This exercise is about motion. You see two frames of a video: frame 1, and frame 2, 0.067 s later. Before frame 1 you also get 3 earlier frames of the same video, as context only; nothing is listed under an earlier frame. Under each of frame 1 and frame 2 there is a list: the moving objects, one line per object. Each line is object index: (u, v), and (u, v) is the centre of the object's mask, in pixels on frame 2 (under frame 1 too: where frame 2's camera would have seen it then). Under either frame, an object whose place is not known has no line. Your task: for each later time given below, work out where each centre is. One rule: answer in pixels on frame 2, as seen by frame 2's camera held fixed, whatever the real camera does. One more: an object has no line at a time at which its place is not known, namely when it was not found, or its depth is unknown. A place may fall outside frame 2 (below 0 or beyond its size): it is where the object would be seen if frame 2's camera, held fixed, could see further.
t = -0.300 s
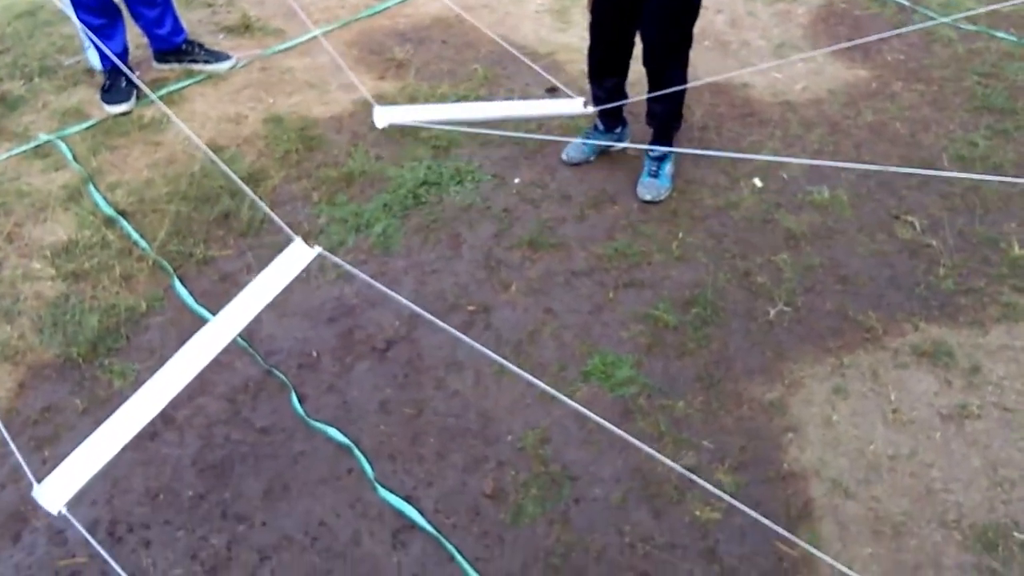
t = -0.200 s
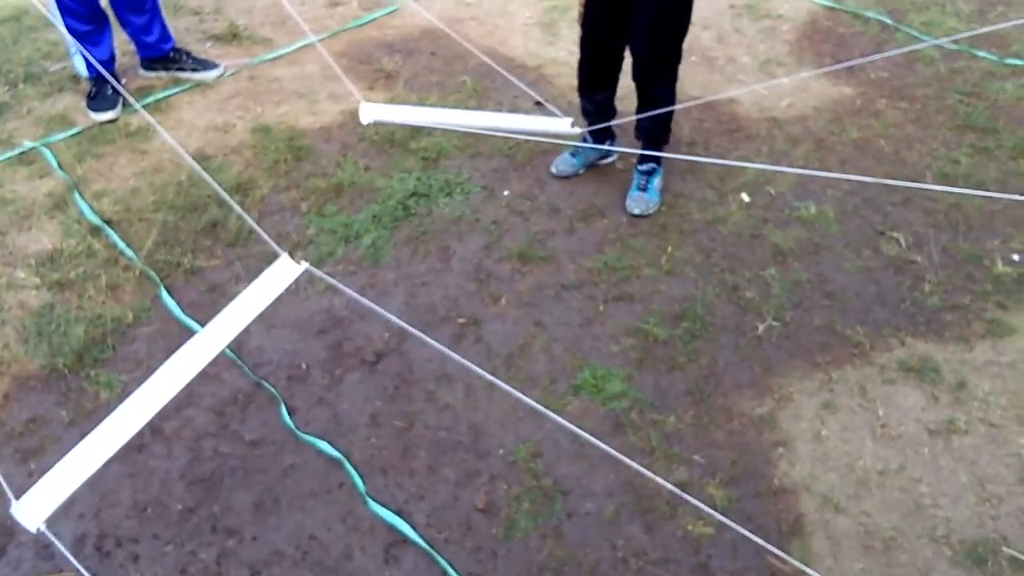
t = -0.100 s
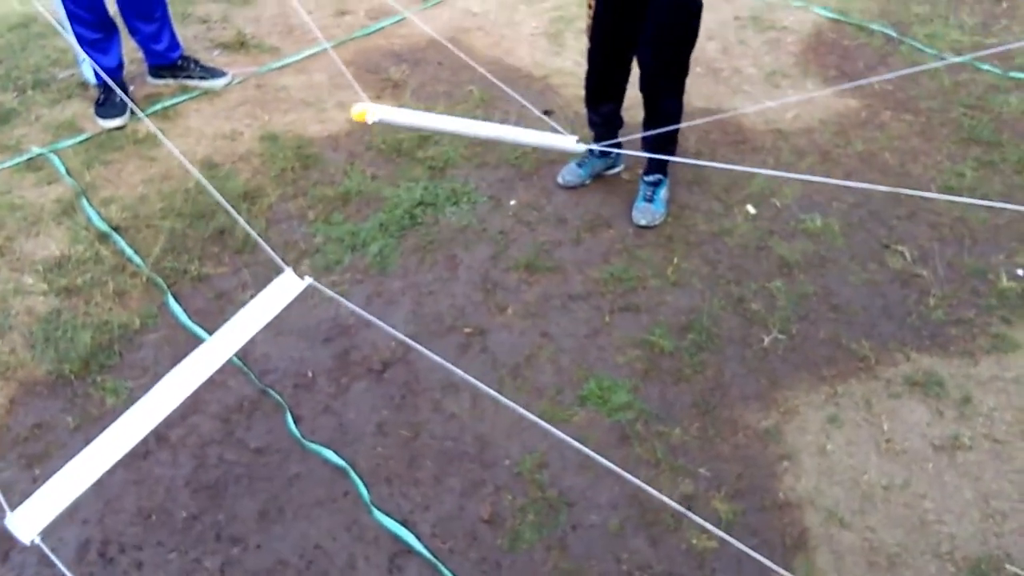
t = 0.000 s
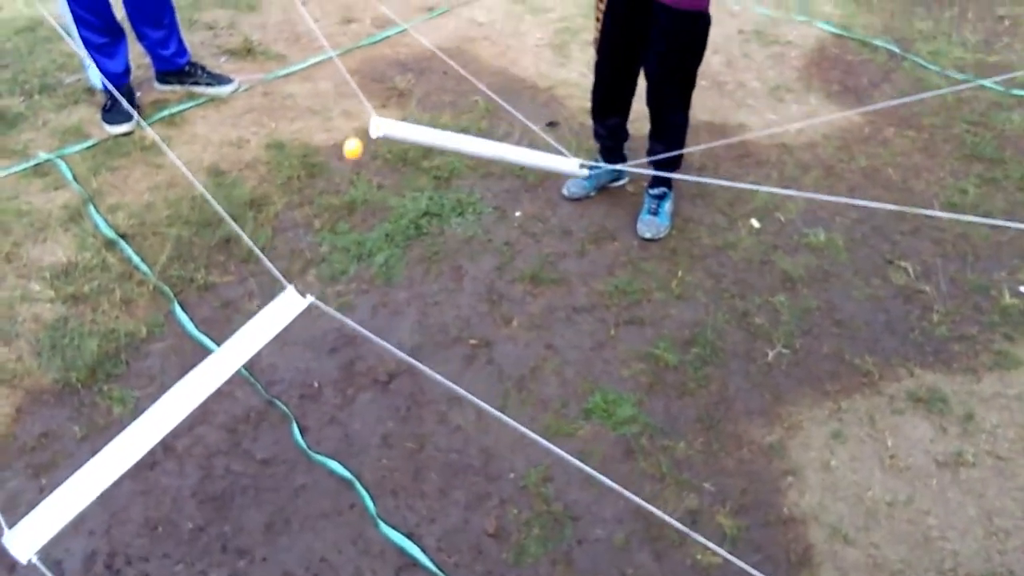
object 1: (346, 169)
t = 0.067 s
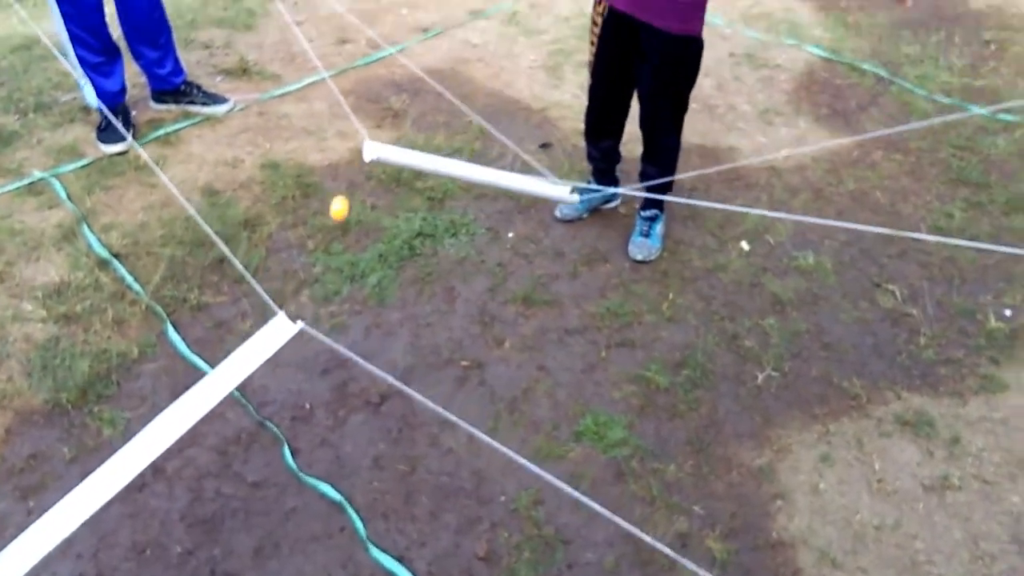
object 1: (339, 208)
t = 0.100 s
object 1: (336, 232)
